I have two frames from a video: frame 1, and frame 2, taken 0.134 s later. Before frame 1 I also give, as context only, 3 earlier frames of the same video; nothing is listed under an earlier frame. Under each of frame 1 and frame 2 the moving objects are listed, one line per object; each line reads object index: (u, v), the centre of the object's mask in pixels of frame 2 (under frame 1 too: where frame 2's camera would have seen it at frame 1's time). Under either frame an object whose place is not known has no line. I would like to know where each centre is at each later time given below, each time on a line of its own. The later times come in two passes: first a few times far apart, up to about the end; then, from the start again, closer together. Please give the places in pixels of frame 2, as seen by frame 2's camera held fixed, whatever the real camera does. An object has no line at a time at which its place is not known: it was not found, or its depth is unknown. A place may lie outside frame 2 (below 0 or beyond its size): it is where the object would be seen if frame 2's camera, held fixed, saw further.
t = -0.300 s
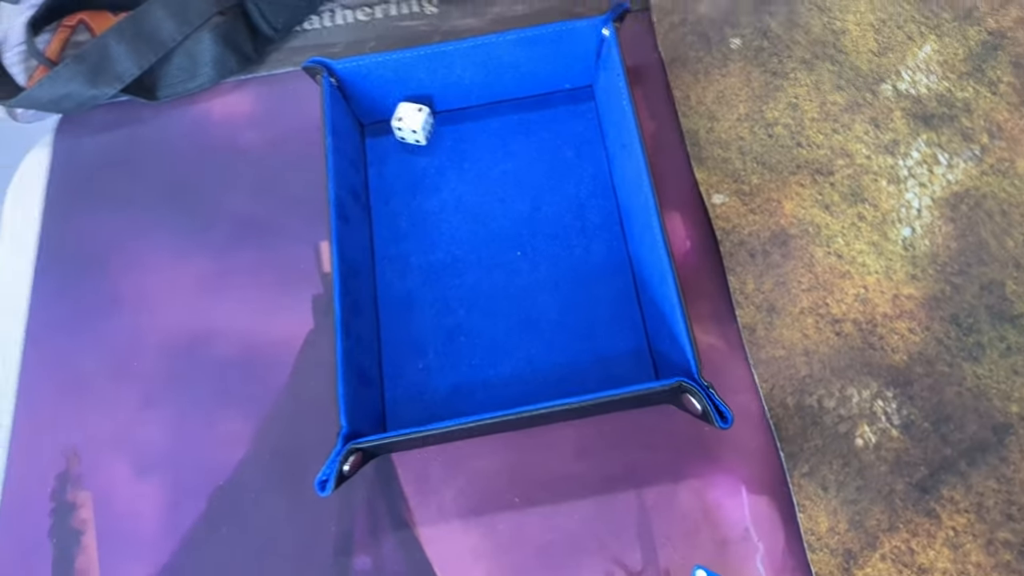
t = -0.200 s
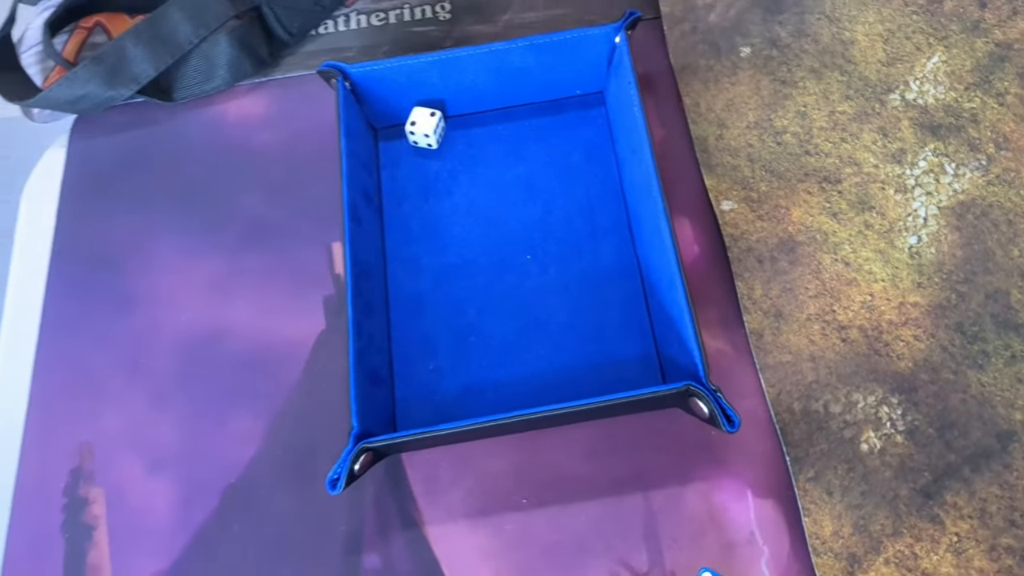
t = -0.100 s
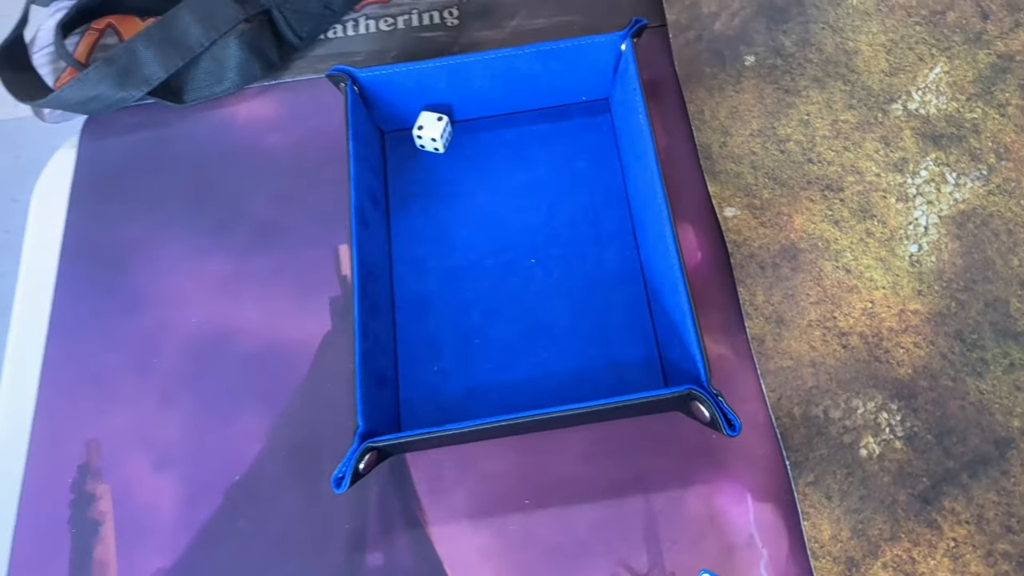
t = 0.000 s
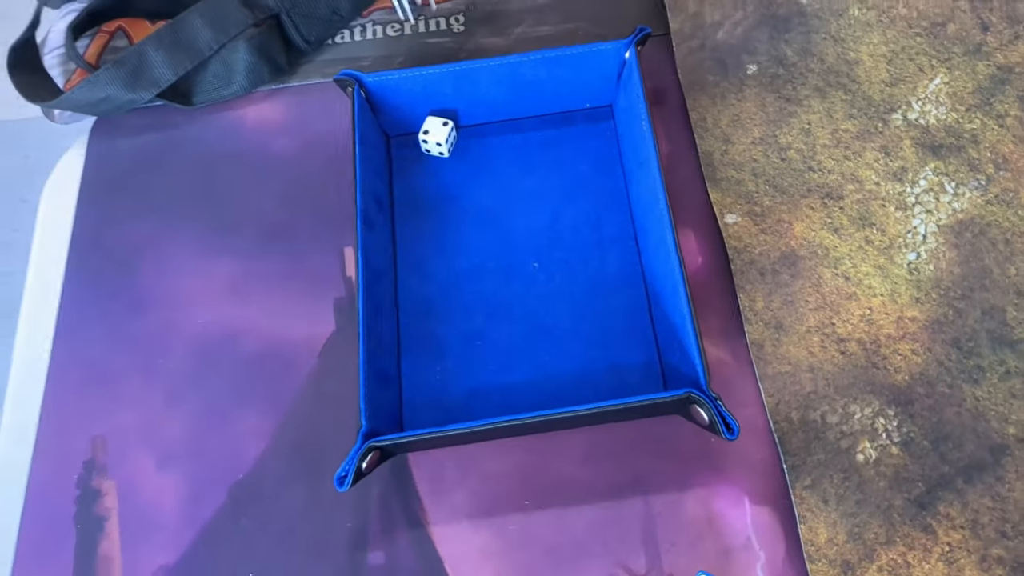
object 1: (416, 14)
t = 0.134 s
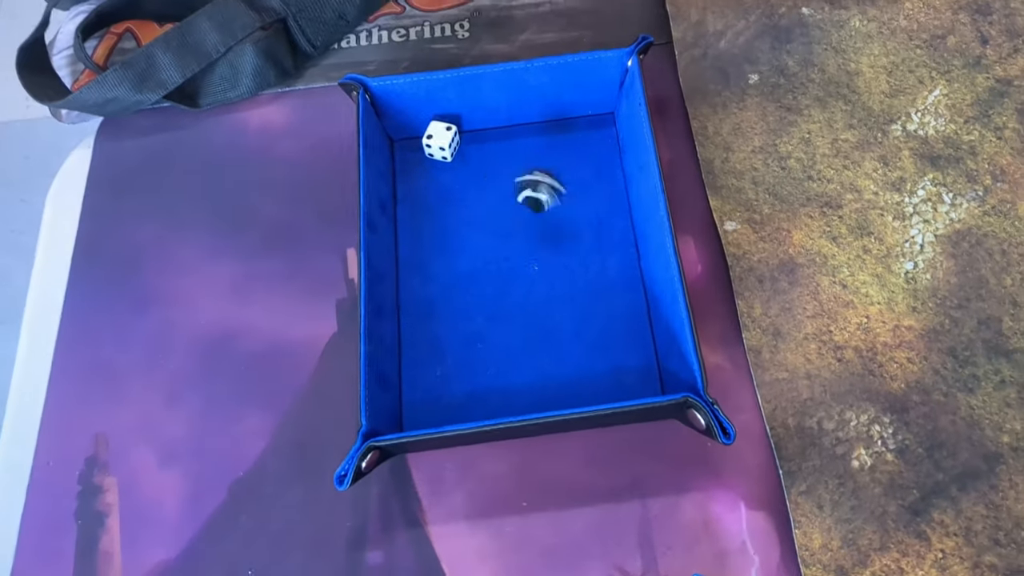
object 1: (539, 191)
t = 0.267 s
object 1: (624, 237)
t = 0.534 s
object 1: (619, 284)
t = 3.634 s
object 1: (619, 284)
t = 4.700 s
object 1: (620, 284)
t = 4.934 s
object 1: (619, 284)
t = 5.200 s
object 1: (619, 284)
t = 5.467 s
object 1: (619, 284)
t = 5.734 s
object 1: (619, 284)
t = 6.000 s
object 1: (619, 284)
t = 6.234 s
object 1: (619, 284)
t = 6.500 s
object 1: (619, 284)
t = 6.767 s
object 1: (619, 284)
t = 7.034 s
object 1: (619, 284)
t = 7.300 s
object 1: (619, 284)
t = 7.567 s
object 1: (618, 284)
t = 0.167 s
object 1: (573, 209)
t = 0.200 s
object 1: (606, 225)
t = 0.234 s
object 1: (628, 230)
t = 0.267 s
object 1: (624, 237)
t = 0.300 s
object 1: (617, 256)
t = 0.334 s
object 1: (617, 266)
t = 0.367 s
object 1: (619, 271)
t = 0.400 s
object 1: (622, 277)
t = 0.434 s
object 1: (621, 283)
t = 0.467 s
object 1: (619, 284)
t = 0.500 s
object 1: (619, 284)
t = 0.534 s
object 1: (619, 284)
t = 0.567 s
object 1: (619, 283)
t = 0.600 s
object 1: (619, 283)
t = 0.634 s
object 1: (619, 284)
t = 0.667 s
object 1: (619, 283)
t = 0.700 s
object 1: (619, 283)
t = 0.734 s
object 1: (619, 283)
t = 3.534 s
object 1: (619, 284)
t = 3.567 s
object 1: (619, 284)
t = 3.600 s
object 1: (619, 284)
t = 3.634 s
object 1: (619, 284)
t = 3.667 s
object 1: (620, 284)
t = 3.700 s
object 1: (620, 284)
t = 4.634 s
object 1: (620, 284)
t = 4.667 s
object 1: (619, 284)
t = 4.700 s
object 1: (620, 284)
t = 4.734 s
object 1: (619, 284)
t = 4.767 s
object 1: (619, 284)
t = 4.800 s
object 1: (619, 284)
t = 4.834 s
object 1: (619, 284)
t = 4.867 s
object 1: (619, 284)
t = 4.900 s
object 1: (619, 284)
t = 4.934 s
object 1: (619, 284)
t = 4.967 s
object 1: (619, 284)
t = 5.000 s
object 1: (619, 284)
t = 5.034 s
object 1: (619, 284)
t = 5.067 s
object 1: (619, 284)
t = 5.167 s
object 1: (619, 284)
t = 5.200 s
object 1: (619, 284)
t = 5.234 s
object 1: (619, 284)
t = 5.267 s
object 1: (619, 284)
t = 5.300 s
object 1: (619, 284)
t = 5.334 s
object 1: (619, 284)
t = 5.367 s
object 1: (619, 284)
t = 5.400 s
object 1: (619, 284)
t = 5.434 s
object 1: (619, 284)
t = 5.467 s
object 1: (619, 284)
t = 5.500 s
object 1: (619, 284)
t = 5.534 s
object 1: (619, 284)
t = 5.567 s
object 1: (619, 284)
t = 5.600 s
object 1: (619, 284)
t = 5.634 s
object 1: (619, 284)
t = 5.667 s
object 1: (619, 284)
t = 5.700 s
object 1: (619, 284)
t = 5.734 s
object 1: (619, 284)
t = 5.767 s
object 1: (619, 284)
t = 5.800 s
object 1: (619, 284)
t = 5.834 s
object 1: (619, 284)
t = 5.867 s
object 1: (619, 284)
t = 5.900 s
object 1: (619, 284)
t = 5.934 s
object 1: (619, 284)
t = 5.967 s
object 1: (619, 284)
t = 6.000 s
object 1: (619, 284)
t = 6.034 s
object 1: (619, 284)
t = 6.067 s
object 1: (619, 284)
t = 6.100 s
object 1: (619, 284)
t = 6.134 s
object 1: (619, 284)
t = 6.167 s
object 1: (619, 284)
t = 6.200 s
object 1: (619, 284)
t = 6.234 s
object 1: (619, 284)
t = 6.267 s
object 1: (619, 284)
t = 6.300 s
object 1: (619, 284)
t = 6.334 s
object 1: (619, 284)
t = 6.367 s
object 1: (619, 284)
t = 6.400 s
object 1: (619, 284)
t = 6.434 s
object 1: (619, 284)
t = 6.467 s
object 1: (619, 284)
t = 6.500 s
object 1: (619, 284)
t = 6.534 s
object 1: (619, 284)
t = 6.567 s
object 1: (619, 284)
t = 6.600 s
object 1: (619, 284)
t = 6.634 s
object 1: (619, 284)
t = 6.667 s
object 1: (619, 284)
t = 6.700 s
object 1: (619, 284)
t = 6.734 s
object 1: (619, 284)
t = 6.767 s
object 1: (619, 284)
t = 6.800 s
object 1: (619, 284)
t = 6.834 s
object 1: (619, 284)
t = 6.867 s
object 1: (619, 284)
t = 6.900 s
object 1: (619, 284)
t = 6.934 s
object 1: (619, 284)
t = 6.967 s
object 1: (619, 284)
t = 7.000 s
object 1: (619, 284)
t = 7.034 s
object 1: (619, 284)
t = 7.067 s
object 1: (619, 284)
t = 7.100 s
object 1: (619, 284)
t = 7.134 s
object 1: (619, 284)
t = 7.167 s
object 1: (619, 284)
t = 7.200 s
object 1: (619, 283)
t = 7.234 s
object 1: (619, 284)
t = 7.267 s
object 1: (619, 284)
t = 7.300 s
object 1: (619, 284)
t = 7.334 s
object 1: (618, 284)
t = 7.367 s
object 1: (618, 284)
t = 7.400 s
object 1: (618, 284)
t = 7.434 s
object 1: (618, 284)
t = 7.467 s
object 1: (618, 284)
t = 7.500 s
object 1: (618, 284)
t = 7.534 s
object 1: (618, 284)
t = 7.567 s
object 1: (618, 284)
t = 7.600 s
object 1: (618, 284)
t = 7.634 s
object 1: (618, 284)
